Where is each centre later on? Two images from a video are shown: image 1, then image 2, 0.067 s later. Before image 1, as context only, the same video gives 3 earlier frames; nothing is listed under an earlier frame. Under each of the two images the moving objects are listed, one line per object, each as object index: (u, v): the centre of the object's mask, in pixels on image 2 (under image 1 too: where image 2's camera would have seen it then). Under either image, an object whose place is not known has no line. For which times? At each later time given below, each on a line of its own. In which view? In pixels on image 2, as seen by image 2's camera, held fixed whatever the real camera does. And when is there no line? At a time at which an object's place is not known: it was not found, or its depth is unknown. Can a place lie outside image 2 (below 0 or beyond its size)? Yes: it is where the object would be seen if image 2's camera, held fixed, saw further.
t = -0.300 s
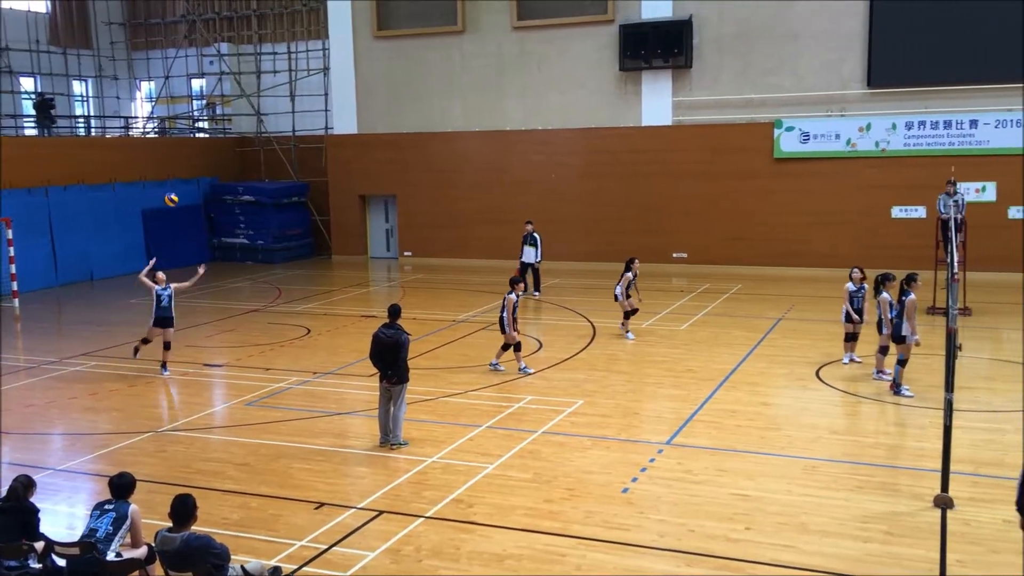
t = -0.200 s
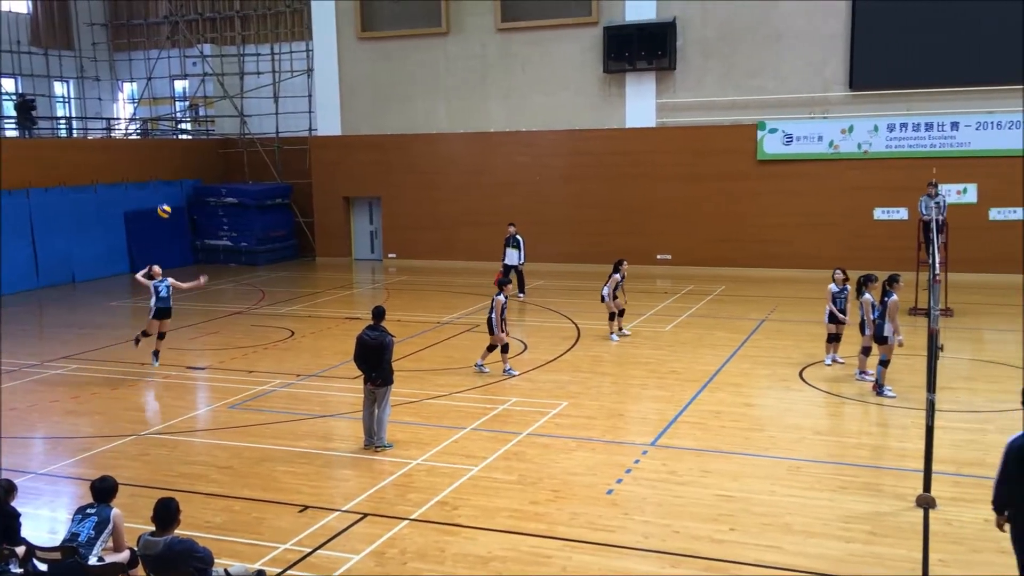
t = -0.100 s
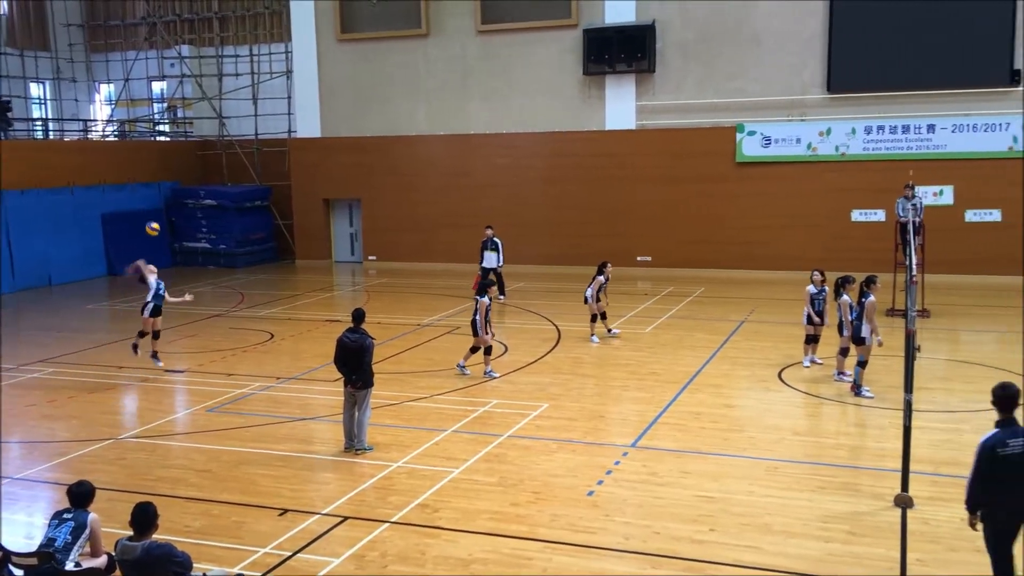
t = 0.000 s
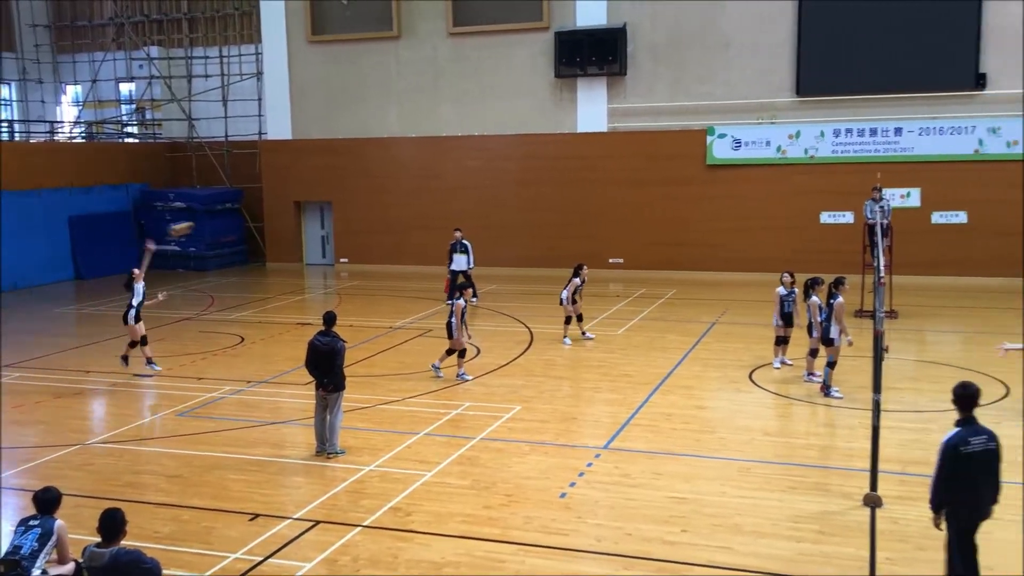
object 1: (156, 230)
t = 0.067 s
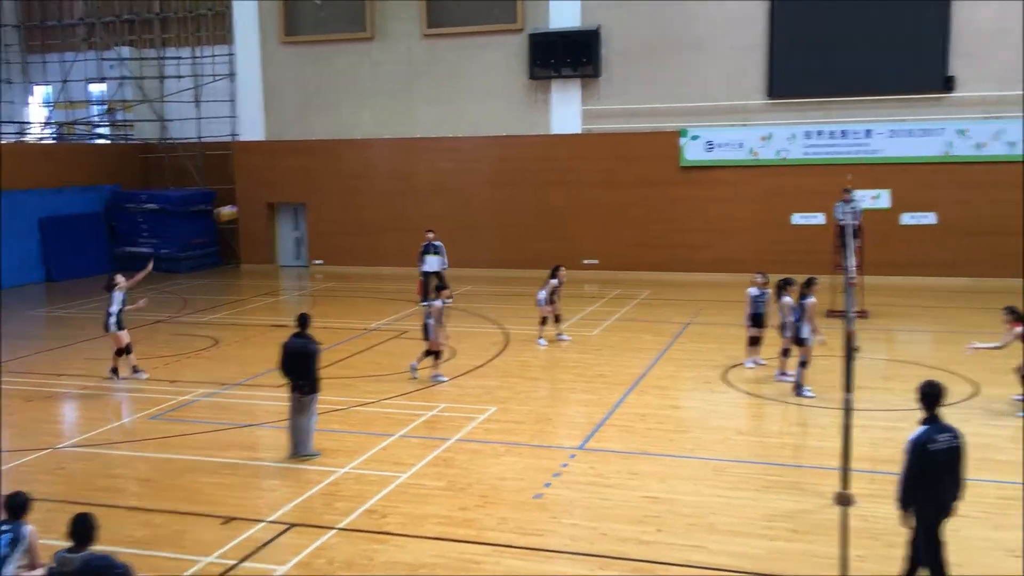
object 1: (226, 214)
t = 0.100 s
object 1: (262, 206)
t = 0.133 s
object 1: (297, 199)
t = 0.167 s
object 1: (331, 192)
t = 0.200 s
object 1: (365, 186)
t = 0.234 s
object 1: (400, 179)
